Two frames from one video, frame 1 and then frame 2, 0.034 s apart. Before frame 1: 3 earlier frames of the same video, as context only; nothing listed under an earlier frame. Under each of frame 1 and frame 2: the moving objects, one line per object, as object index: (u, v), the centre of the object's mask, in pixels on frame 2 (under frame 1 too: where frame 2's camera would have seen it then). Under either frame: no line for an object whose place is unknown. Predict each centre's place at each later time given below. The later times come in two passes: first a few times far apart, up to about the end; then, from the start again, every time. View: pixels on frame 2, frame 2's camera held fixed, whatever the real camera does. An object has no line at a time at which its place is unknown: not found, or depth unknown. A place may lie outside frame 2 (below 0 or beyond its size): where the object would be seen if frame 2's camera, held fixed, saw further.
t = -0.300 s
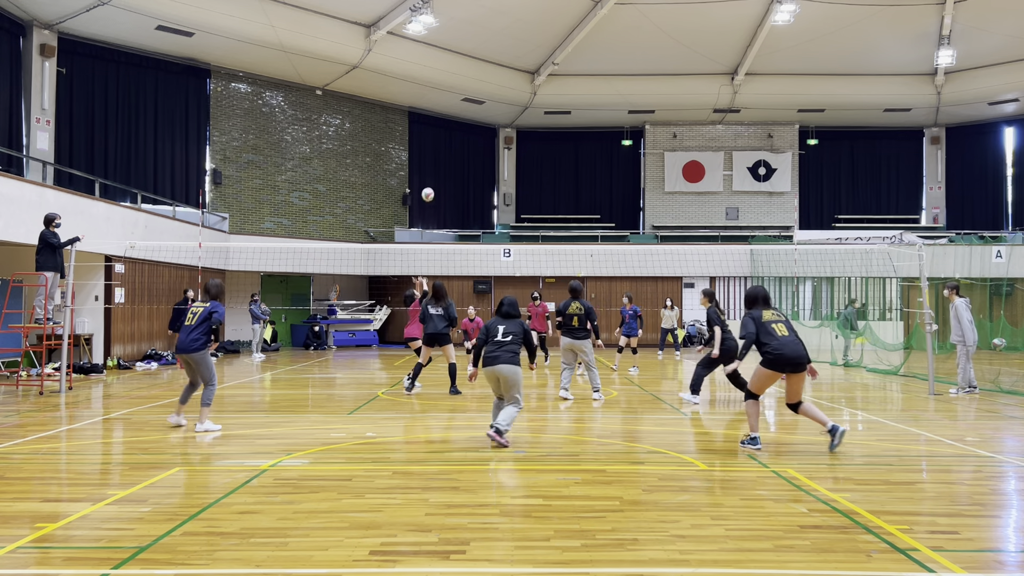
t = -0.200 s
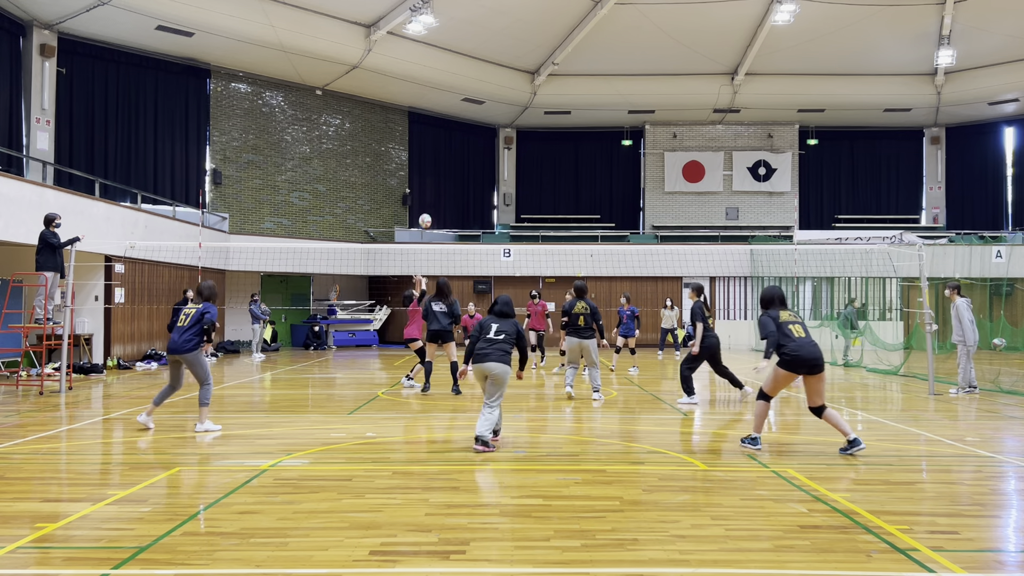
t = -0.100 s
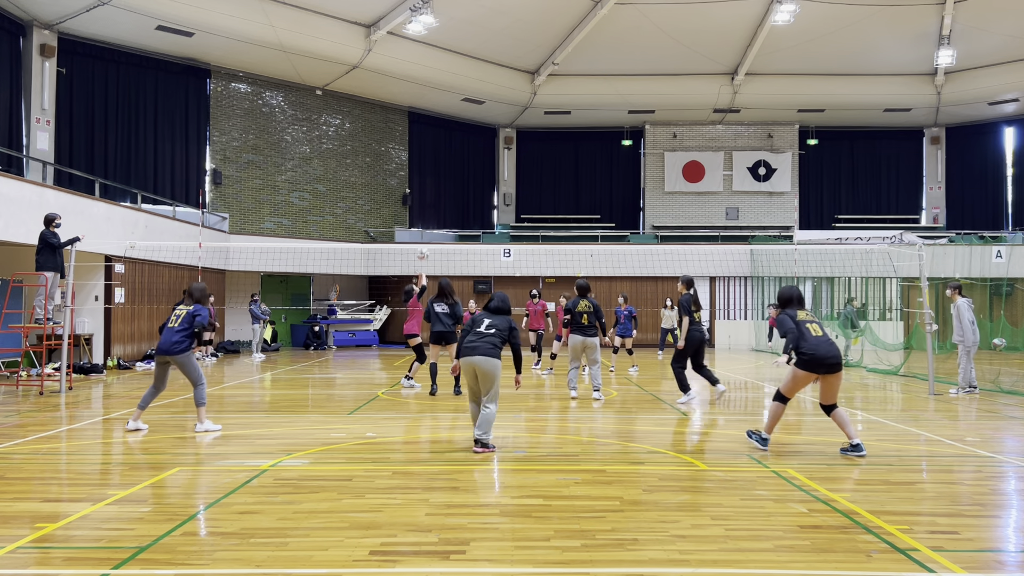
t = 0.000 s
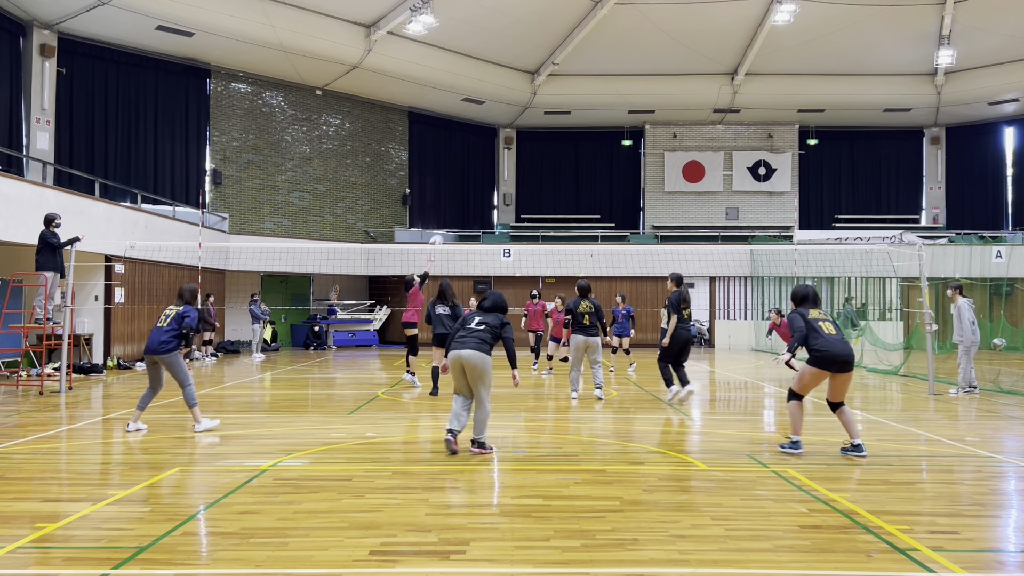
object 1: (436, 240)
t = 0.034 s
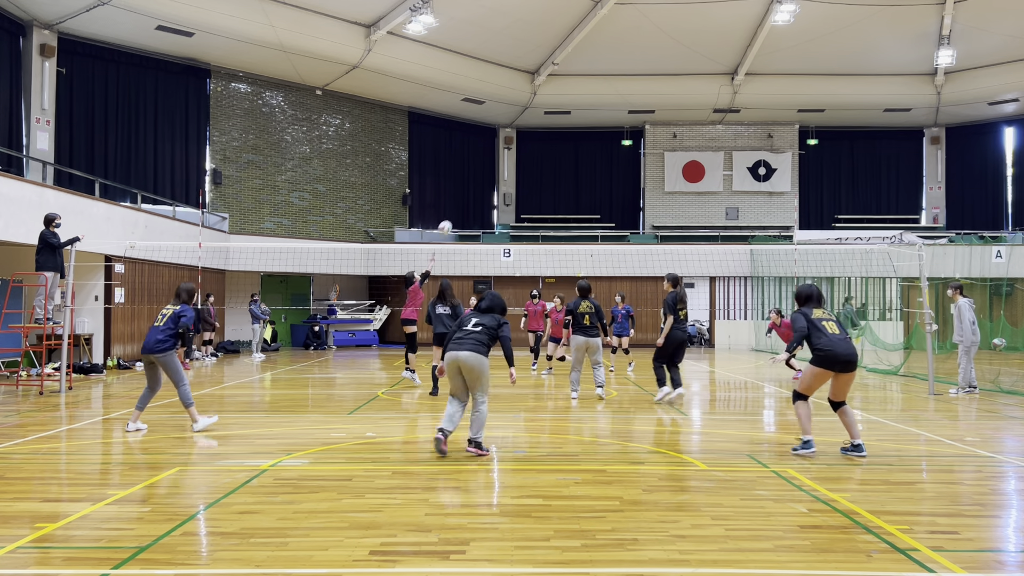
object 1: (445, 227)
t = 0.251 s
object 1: (502, 156)
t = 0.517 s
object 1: (568, 109)
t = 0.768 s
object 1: (626, 103)
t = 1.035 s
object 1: (685, 139)
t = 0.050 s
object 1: (449, 221)
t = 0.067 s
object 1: (454, 215)
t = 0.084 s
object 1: (458, 208)
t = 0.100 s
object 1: (463, 202)
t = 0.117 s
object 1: (467, 196)
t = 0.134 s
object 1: (471, 191)
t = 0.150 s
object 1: (476, 185)
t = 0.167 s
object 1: (480, 180)
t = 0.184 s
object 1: (485, 175)
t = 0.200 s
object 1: (489, 170)
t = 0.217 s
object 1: (493, 165)
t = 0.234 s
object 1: (497, 160)
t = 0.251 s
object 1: (502, 156)
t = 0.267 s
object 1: (506, 151)
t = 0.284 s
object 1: (511, 147)
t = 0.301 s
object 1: (515, 144)
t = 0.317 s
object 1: (519, 140)
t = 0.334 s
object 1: (523, 136)
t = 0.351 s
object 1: (527, 133)
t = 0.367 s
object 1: (531, 130)
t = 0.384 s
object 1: (535, 127)
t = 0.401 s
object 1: (539, 124)
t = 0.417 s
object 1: (544, 121)
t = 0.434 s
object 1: (547, 119)
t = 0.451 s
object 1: (552, 116)
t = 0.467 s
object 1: (556, 114)
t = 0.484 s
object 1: (560, 112)
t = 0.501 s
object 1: (564, 110)
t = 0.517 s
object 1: (568, 109)
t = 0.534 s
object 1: (571, 107)
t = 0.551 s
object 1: (575, 106)
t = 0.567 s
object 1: (579, 105)
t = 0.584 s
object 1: (583, 104)
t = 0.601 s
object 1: (587, 103)
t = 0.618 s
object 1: (592, 102)
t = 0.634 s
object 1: (595, 101)
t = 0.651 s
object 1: (599, 101)
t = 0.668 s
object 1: (603, 101)
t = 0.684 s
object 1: (607, 101)
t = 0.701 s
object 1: (611, 101)
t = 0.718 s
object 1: (614, 101)
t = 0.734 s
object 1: (618, 102)
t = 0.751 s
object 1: (622, 103)
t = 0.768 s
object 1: (626, 103)
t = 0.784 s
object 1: (630, 105)
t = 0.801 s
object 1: (634, 106)
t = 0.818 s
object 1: (637, 107)
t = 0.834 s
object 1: (641, 109)
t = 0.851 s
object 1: (645, 110)
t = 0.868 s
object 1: (648, 112)
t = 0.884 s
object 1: (652, 114)
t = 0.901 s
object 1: (656, 117)
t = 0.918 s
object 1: (659, 119)
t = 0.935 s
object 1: (663, 121)
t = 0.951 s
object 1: (667, 123)
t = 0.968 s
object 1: (670, 126)
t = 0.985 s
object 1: (674, 130)
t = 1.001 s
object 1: (678, 132)
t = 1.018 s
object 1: (681, 136)
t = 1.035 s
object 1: (685, 139)
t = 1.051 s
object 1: (688, 143)
